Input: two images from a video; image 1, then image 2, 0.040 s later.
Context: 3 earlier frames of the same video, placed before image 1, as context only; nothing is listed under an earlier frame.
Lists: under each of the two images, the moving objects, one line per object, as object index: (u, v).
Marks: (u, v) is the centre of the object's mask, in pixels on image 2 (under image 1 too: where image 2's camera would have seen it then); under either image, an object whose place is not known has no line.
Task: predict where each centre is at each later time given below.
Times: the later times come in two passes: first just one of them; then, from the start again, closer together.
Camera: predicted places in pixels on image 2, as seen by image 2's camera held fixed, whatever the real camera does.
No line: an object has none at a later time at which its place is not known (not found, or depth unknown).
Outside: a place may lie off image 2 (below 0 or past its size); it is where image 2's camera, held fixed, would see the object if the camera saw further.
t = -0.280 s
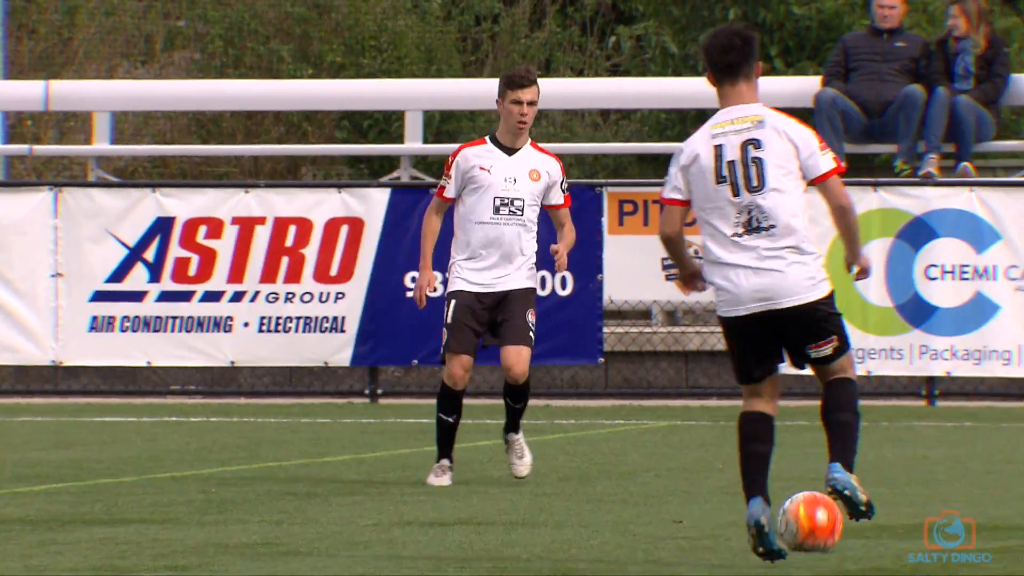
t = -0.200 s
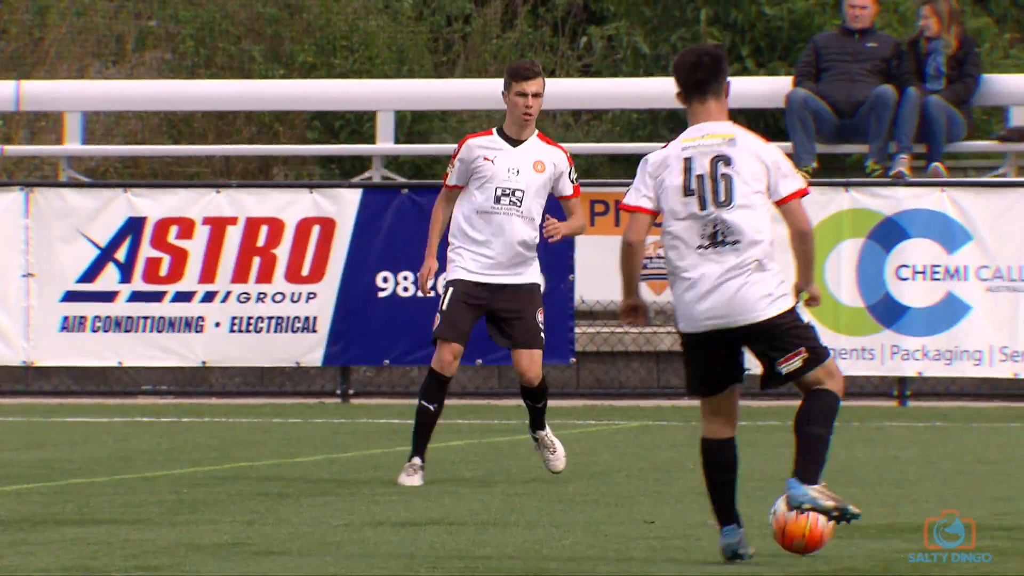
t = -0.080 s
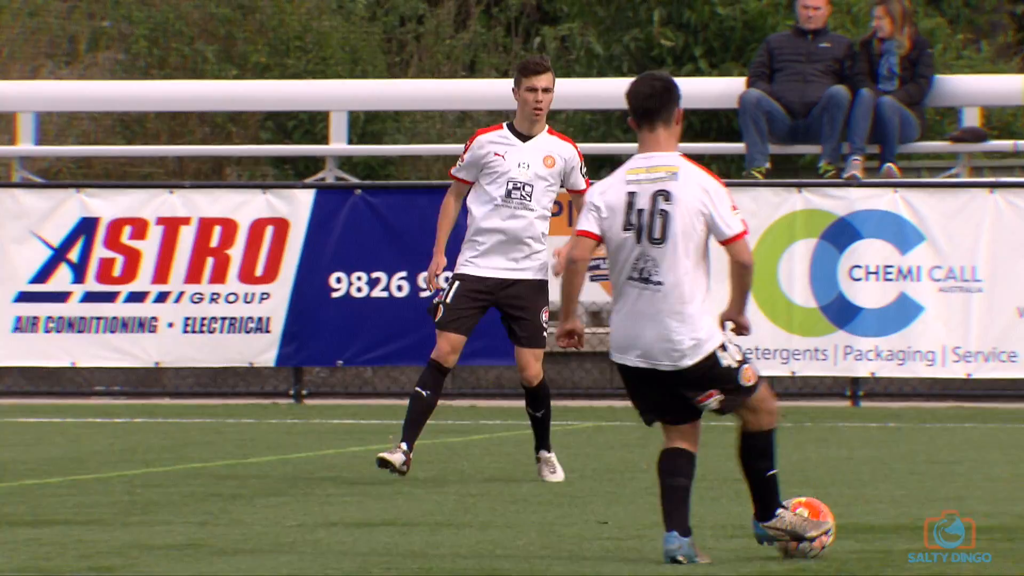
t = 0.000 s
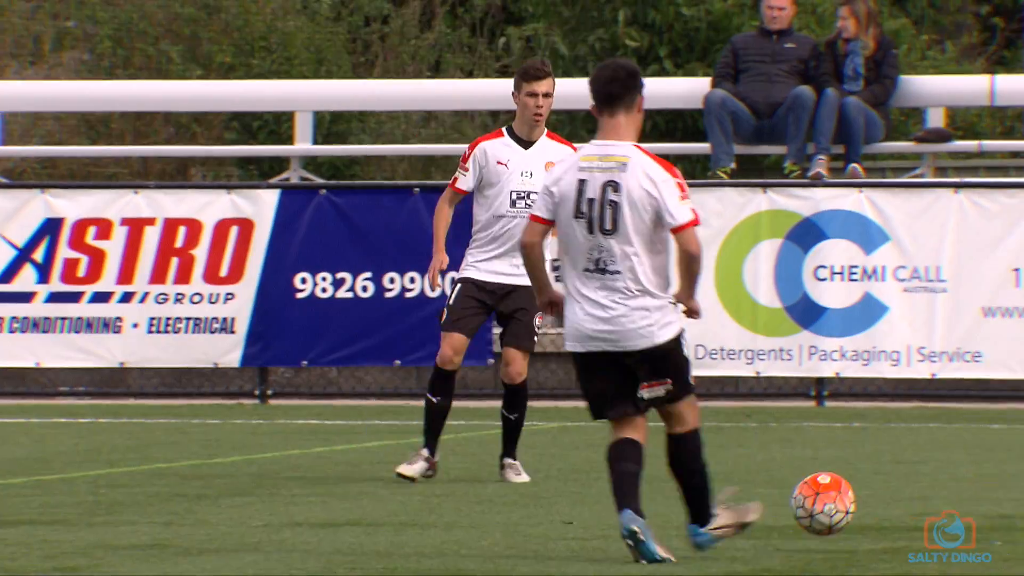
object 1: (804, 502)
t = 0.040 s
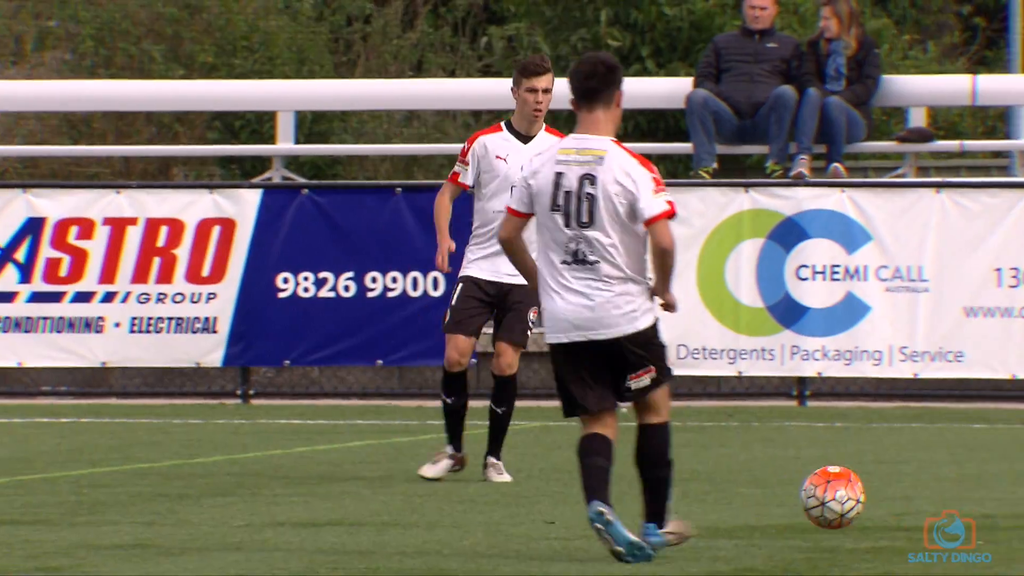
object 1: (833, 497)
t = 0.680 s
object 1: (1160, 498)
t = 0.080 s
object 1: (861, 496)
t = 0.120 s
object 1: (890, 501)
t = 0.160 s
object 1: (918, 509)
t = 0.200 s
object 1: (943, 511)
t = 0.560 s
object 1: (1117, 504)
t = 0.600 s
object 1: (1132, 503)
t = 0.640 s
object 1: (1146, 499)
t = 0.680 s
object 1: (1160, 498)
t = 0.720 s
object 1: (1173, 498)
